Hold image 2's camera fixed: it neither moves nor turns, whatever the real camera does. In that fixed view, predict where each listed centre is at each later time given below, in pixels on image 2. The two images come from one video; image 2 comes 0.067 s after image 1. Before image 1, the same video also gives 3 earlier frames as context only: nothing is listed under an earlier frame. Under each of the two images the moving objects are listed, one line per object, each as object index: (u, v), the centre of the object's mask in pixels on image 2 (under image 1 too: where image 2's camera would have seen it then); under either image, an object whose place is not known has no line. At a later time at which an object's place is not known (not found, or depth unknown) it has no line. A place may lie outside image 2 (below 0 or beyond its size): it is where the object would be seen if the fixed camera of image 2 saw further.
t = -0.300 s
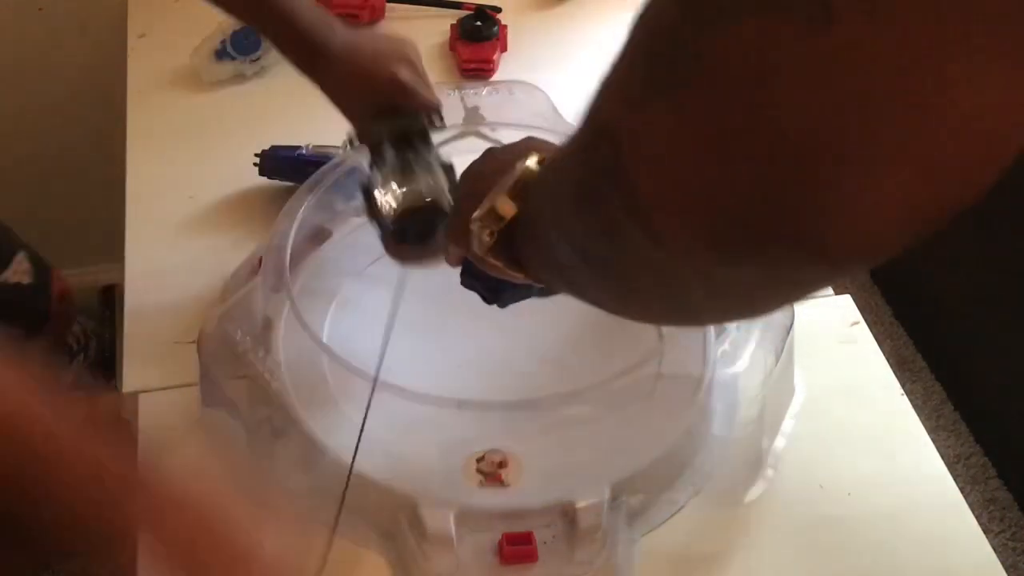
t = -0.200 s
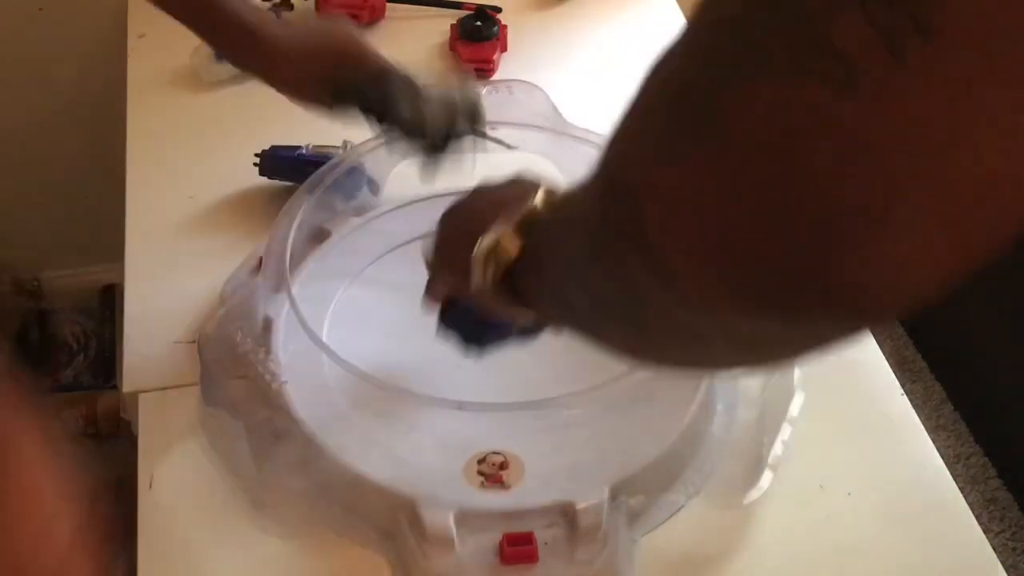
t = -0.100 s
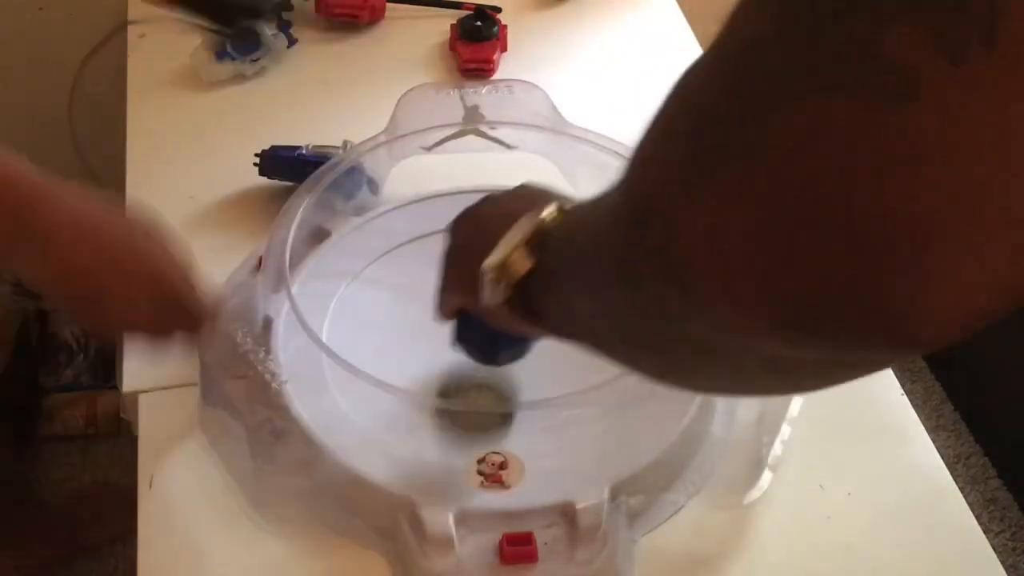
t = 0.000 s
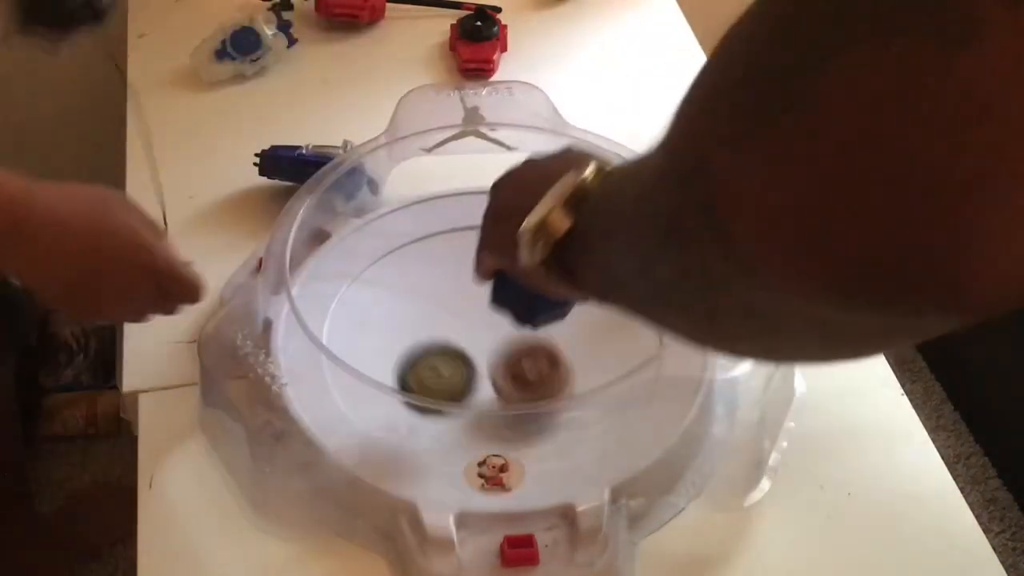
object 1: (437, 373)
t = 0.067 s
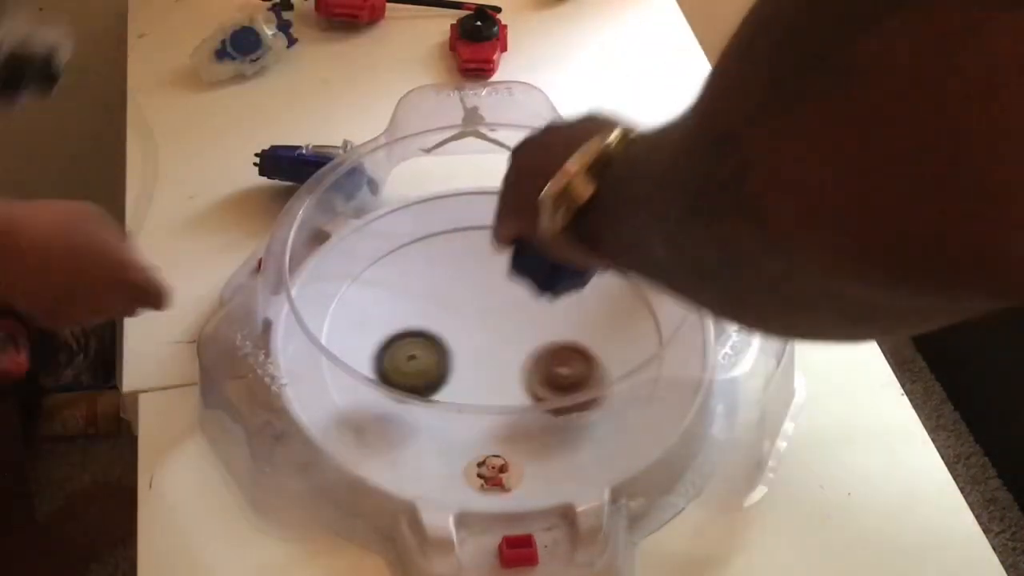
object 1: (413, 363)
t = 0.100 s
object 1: (404, 366)
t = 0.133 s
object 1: (399, 343)
